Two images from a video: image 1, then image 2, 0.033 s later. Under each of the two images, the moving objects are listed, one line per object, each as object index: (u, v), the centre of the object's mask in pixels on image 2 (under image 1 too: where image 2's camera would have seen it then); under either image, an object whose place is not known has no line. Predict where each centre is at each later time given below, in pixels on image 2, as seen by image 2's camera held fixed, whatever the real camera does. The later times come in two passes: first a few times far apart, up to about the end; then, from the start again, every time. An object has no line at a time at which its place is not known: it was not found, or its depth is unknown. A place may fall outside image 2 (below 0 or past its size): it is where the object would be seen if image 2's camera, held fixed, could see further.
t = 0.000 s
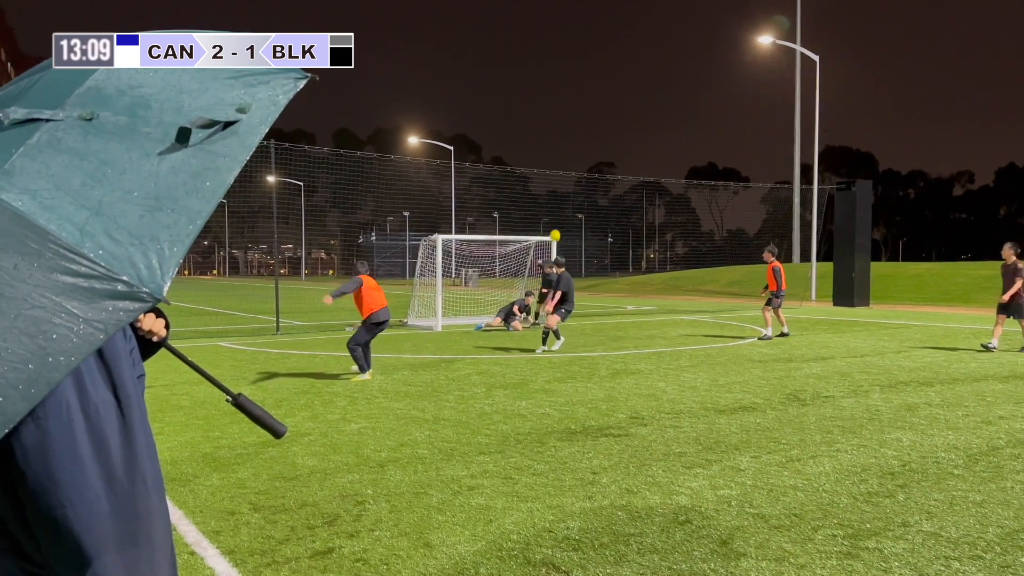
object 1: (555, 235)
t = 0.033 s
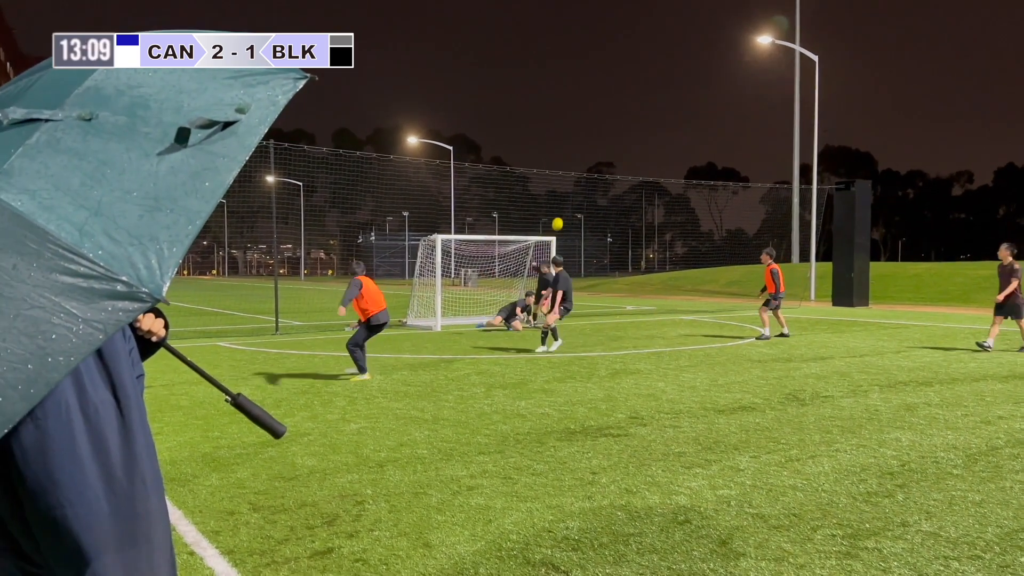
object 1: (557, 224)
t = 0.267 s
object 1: (587, 145)
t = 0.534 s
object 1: (633, 71)
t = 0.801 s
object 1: (698, 33)
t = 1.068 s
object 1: (788, 53)
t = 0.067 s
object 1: (561, 212)
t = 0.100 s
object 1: (565, 200)
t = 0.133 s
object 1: (569, 189)
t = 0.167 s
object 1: (573, 177)
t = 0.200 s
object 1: (577, 166)
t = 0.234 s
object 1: (582, 155)
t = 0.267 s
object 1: (587, 145)
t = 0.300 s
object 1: (591, 134)
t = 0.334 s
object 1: (597, 124)
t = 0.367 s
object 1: (602, 114)
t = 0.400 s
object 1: (608, 105)
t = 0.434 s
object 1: (613, 96)
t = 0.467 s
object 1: (620, 87)
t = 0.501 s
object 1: (626, 79)
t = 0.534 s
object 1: (633, 71)
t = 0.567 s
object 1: (640, 64)
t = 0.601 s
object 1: (647, 58)
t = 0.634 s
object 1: (655, 52)
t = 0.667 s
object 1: (663, 47)
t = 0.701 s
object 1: (671, 42)
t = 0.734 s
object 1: (680, 38)
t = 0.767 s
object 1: (689, 35)
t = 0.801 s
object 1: (698, 33)
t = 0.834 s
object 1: (708, 31)
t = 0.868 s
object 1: (718, 31)
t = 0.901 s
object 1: (728, 32)
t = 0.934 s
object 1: (739, 34)
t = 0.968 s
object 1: (750, 36)
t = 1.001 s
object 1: (763, 41)
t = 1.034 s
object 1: (776, 46)
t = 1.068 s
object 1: (788, 53)
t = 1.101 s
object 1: (802, 61)
